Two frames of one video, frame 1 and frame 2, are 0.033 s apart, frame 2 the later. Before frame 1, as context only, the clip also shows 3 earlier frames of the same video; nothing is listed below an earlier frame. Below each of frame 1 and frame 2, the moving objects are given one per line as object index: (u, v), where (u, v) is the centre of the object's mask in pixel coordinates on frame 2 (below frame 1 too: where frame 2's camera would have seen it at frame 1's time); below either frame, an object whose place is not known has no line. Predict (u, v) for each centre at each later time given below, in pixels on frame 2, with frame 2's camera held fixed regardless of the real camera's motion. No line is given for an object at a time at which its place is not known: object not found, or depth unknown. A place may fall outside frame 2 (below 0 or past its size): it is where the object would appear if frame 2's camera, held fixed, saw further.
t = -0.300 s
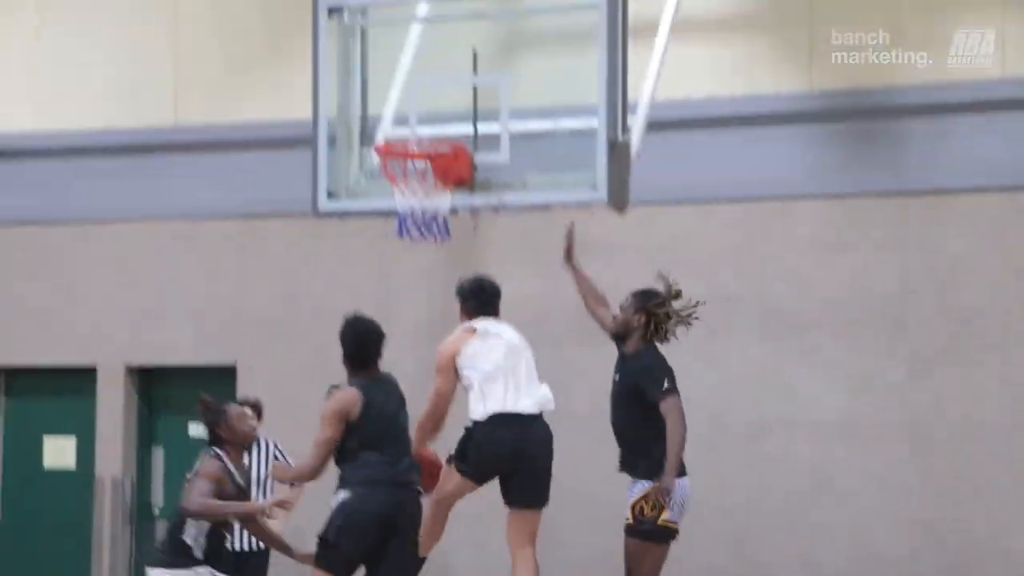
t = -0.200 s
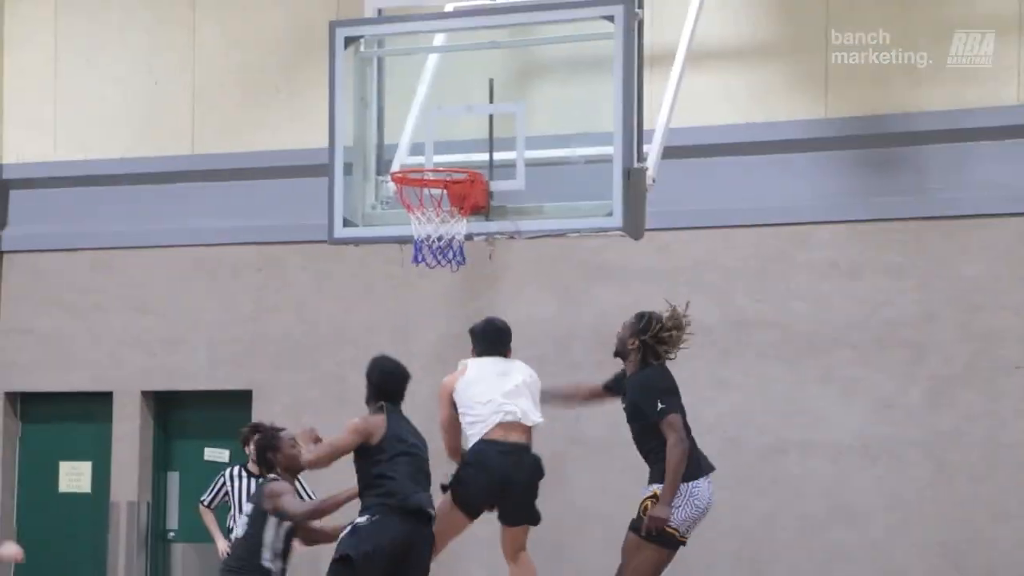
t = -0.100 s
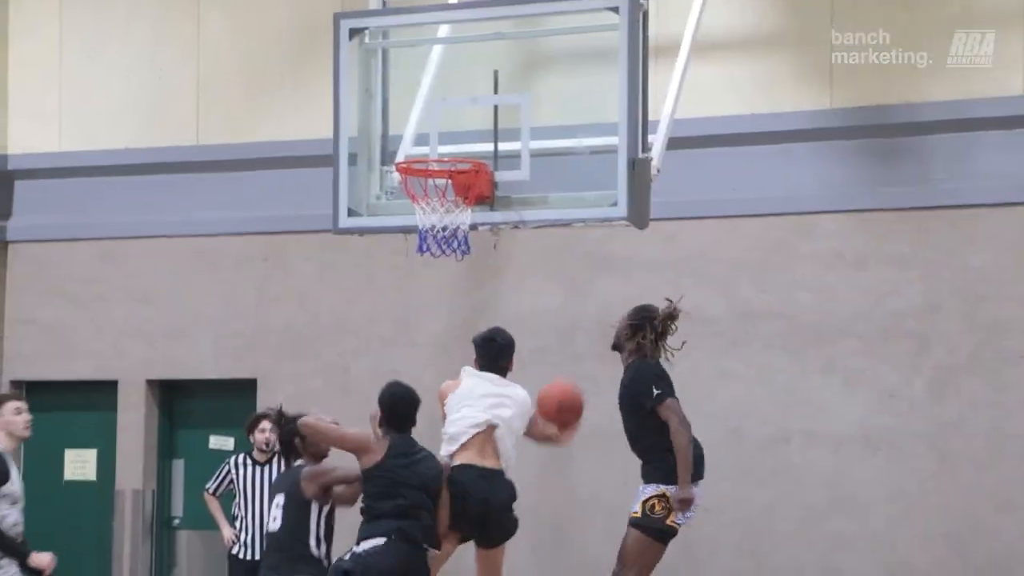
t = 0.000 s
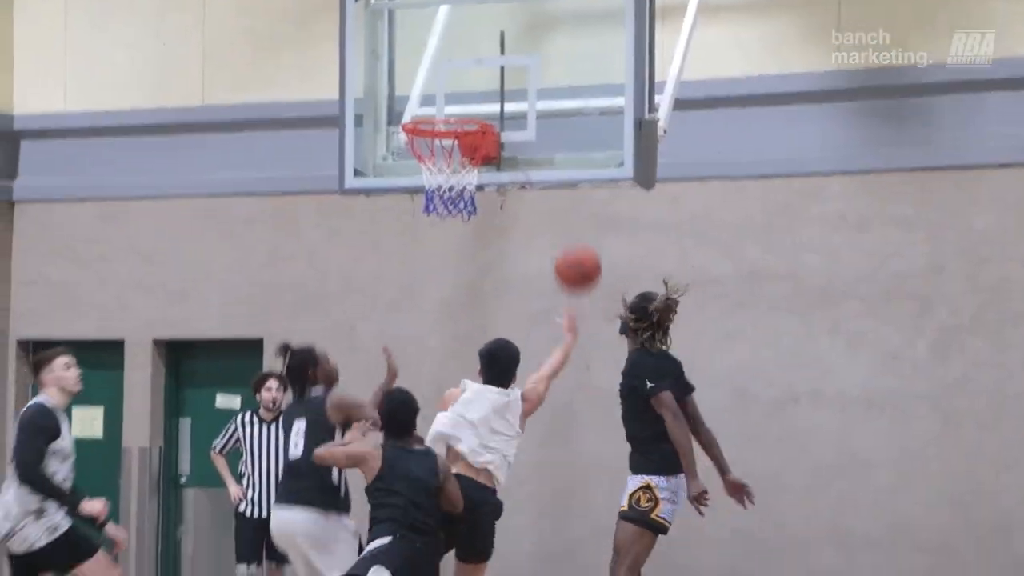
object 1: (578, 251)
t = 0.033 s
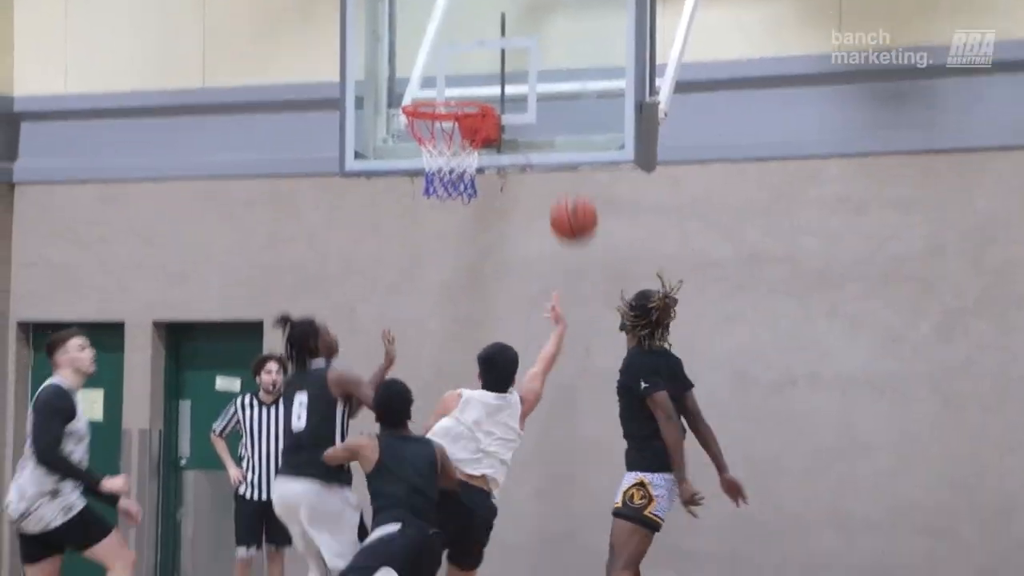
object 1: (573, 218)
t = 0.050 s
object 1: (571, 203)
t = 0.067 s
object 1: (569, 189)
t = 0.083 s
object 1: (567, 177)
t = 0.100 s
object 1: (565, 162)
